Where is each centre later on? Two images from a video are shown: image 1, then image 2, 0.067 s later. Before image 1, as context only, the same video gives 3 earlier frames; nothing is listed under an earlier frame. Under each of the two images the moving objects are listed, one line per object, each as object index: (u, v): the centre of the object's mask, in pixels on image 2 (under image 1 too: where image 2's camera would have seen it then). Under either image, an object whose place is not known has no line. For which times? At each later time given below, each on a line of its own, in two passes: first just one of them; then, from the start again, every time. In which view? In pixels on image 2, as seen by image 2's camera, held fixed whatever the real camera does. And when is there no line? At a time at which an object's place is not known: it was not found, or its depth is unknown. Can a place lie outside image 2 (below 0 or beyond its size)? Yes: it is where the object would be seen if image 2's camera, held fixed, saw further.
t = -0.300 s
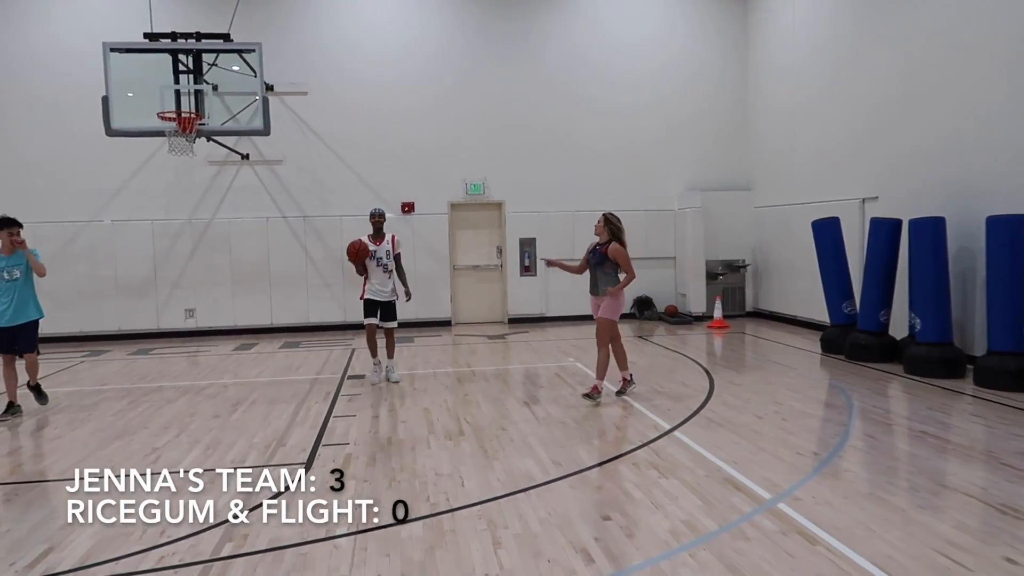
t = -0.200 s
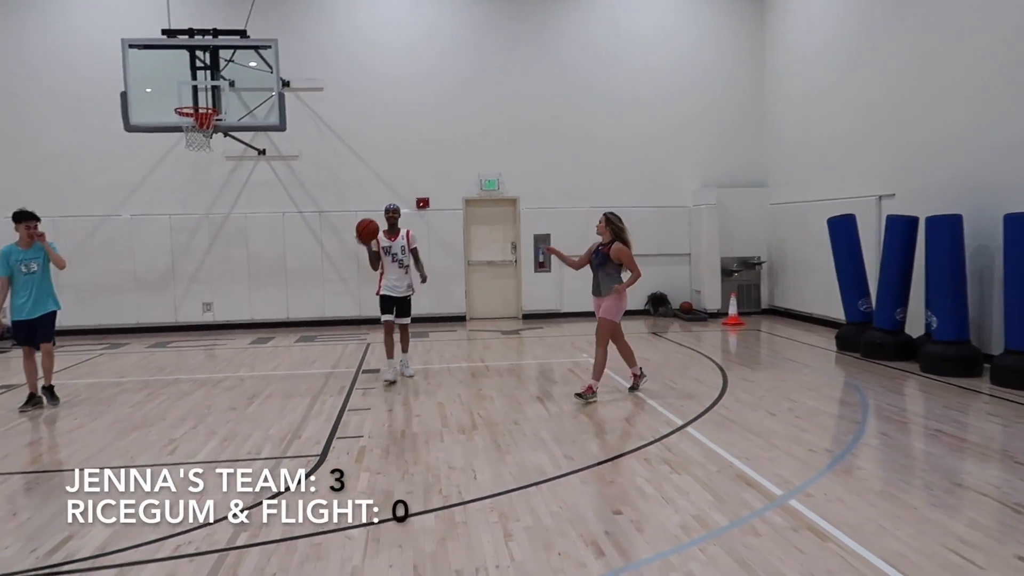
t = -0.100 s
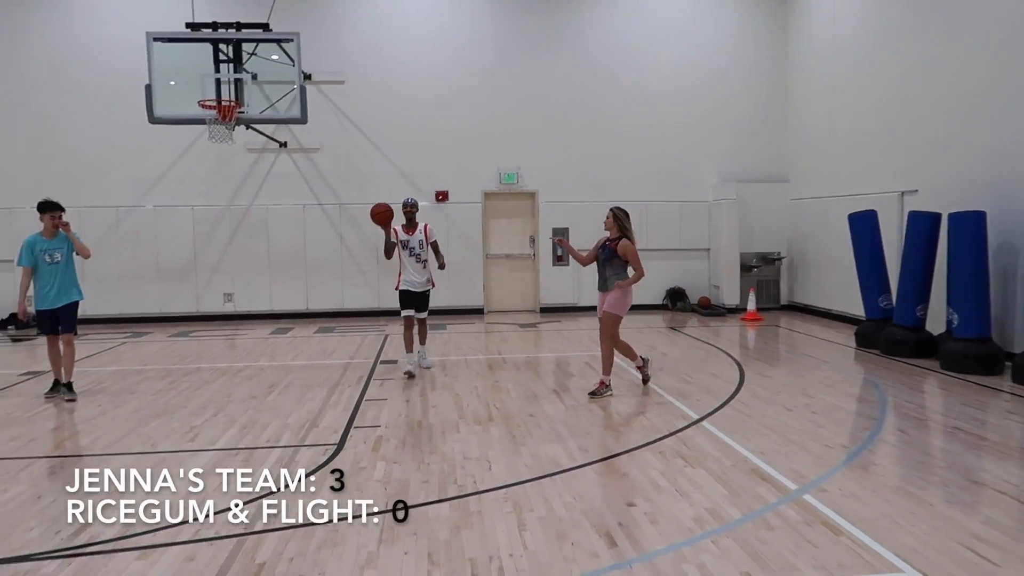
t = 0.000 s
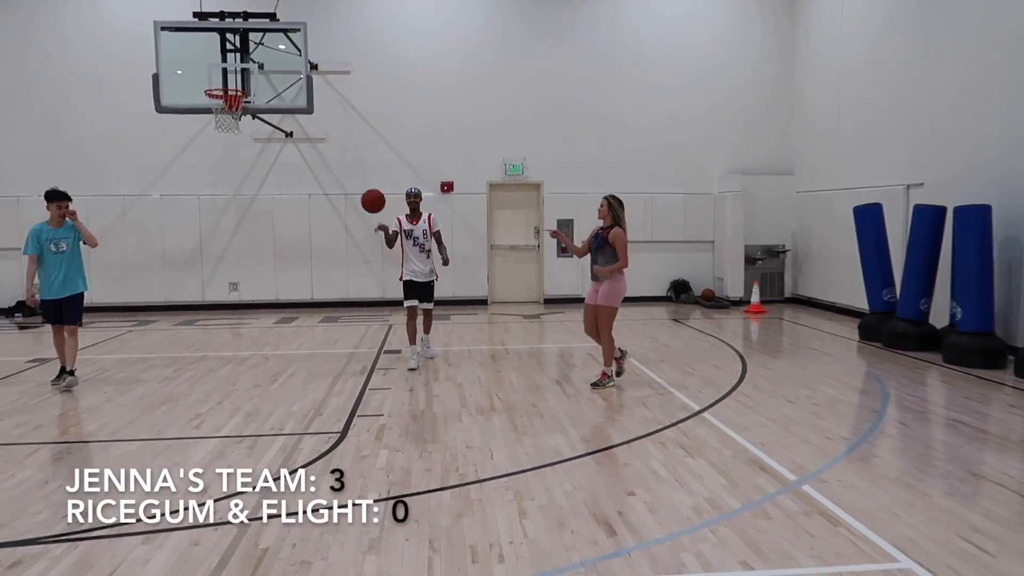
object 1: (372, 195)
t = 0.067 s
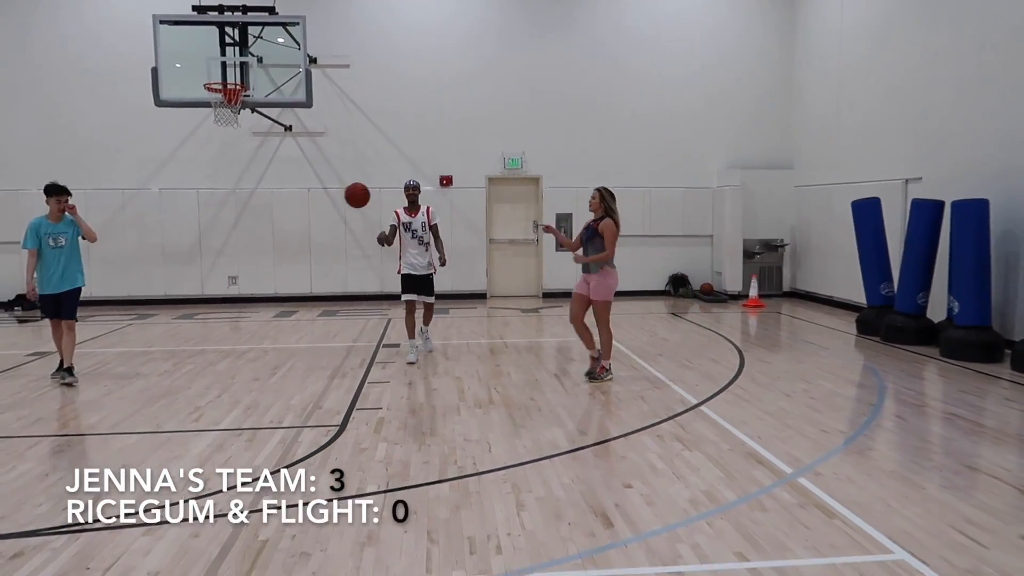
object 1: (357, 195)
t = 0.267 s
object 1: (306, 228)
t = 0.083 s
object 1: (353, 196)
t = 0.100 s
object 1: (349, 197)
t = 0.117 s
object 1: (345, 198)
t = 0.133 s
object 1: (341, 200)
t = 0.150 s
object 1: (337, 202)
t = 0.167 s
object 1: (333, 205)
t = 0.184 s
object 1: (329, 207)
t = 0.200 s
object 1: (324, 211)
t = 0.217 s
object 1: (320, 214)
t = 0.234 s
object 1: (315, 218)
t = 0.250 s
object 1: (311, 223)
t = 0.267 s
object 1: (306, 228)
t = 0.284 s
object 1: (301, 233)
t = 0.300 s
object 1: (296, 238)
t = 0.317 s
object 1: (292, 245)
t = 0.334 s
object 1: (287, 251)
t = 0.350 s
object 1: (282, 258)
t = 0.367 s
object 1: (277, 266)
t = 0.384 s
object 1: (272, 274)
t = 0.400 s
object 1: (266, 283)
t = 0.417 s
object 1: (260, 292)
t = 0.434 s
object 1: (254, 302)
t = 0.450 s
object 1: (247, 312)
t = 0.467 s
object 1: (240, 324)
